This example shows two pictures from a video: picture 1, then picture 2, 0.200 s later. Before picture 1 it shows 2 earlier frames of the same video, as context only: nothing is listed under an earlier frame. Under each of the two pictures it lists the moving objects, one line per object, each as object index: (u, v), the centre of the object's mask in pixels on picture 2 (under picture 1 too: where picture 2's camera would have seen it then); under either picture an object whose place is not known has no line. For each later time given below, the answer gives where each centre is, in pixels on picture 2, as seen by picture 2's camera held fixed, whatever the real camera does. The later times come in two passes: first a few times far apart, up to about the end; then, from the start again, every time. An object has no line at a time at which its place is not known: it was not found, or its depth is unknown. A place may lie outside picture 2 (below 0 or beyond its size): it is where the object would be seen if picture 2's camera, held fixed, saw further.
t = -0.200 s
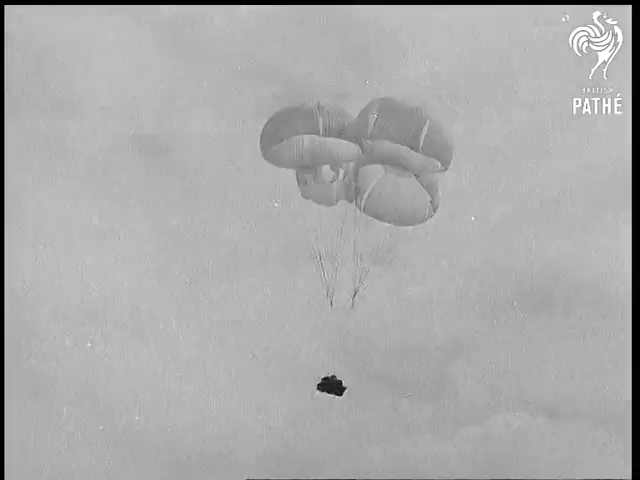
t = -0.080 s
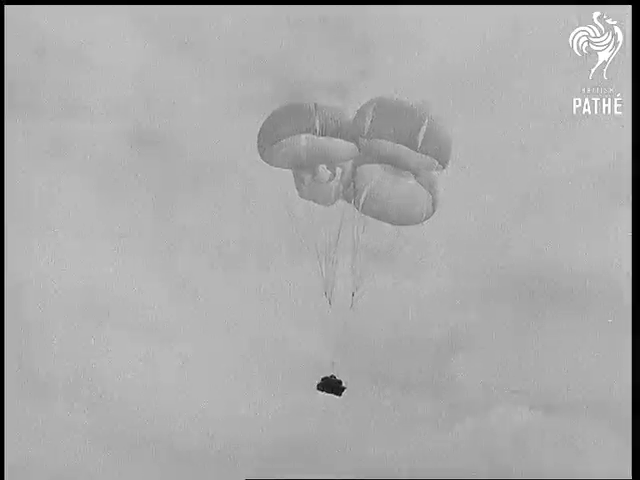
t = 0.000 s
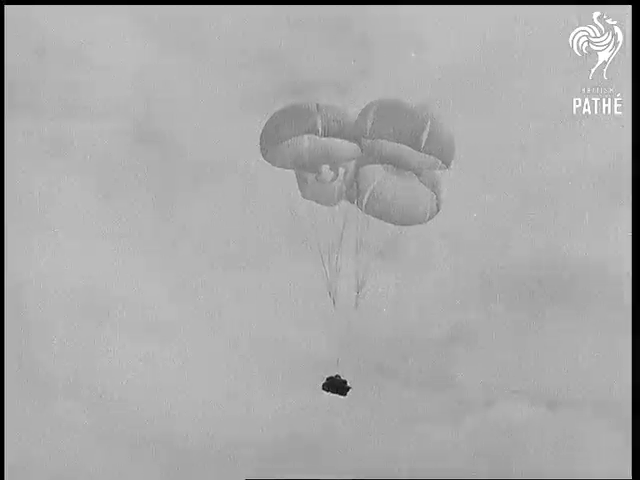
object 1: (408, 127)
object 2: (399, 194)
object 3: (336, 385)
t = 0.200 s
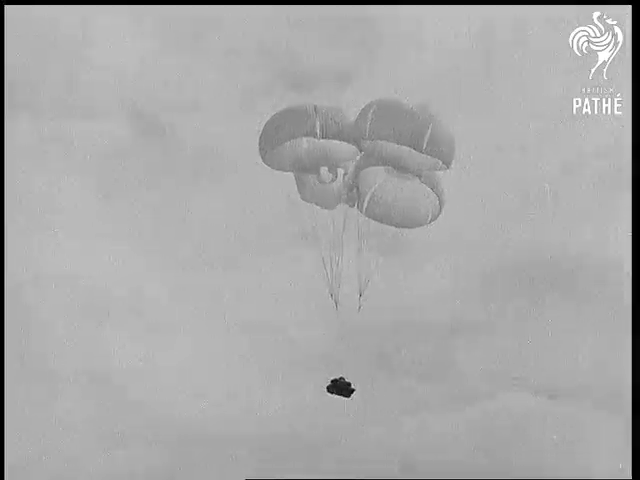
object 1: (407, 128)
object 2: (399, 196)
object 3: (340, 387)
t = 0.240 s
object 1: (407, 127)
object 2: (401, 196)
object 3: (341, 387)
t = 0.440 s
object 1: (406, 126)
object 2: (400, 197)
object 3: (345, 387)
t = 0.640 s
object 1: (405, 123)
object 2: (400, 194)
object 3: (349, 383)
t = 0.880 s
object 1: (403, 124)
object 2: (403, 196)
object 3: (355, 385)
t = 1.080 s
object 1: (401, 122)
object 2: (404, 194)
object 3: (359, 383)
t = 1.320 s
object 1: (399, 119)
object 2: (406, 196)
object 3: (365, 381)
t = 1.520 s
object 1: (398, 119)
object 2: (408, 198)
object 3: (369, 382)
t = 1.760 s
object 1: (394, 120)
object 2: (409, 201)
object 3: (372, 384)
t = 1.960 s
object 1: (391, 120)
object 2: (410, 201)
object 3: (375, 383)
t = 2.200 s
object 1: (390, 117)
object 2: (406, 194)
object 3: (379, 381)
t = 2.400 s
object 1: (388, 118)
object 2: (406, 196)
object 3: (382, 381)
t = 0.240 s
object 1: (407, 127)
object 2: (401, 196)
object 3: (341, 387)
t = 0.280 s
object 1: (407, 127)
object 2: (400, 197)
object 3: (342, 387)
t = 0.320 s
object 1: (407, 127)
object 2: (401, 198)
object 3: (342, 388)
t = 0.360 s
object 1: (407, 127)
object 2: (400, 197)
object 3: (344, 387)
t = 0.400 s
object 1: (406, 127)
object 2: (400, 197)
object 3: (344, 387)
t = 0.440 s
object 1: (406, 126)
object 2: (400, 197)
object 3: (345, 387)
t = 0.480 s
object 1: (406, 126)
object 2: (400, 197)
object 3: (346, 387)
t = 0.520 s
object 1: (406, 125)
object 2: (400, 196)
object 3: (347, 385)
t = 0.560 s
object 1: (405, 124)
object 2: (397, 194)
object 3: (348, 384)
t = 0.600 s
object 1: (405, 123)
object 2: (400, 195)
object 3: (348, 384)
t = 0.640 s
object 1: (405, 123)
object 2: (400, 194)
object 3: (349, 383)
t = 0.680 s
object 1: (404, 123)
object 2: (401, 194)
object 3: (350, 383)
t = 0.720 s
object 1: (404, 123)
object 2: (401, 194)
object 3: (351, 384)
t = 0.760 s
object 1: (404, 123)
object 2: (398, 193)
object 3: (352, 384)
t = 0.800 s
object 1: (404, 123)
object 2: (398, 193)
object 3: (353, 384)
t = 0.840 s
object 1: (403, 123)
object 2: (402, 195)
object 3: (354, 385)
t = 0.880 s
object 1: (403, 124)
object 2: (403, 196)
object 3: (355, 385)
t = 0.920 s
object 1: (403, 123)
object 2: (402, 196)
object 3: (356, 385)
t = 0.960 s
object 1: (403, 123)
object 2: (404, 196)
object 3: (357, 384)
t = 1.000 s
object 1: (402, 123)
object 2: (404, 195)
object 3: (358, 384)
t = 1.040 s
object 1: (402, 122)
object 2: (404, 195)
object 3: (359, 383)
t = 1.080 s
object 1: (401, 122)
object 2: (404, 194)
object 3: (359, 383)
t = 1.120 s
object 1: (401, 121)
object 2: (404, 196)
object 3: (360, 382)
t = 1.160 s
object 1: (400, 120)
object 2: (404, 196)
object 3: (361, 382)
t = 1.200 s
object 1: (400, 120)
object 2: (405, 195)
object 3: (362, 382)
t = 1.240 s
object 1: (400, 120)
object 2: (405, 195)
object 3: (363, 382)
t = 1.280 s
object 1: (399, 120)
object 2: (406, 195)
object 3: (364, 382)
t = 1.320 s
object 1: (399, 119)
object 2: (406, 196)
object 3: (365, 381)
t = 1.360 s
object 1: (399, 119)
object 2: (406, 196)
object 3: (365, 381)
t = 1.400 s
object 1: (398, 119)
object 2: (406, 195)
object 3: (366, 381)
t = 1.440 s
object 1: (398, 119)
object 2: (407, 196)
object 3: (367, 381)
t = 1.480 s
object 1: (398, 119)
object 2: (408, 197)
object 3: (368, 382)
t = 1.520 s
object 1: (398, 119)
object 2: (408, 198)
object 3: (369, 382)
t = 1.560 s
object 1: (397, 120)
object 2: (408, 199)
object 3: (369, 383)
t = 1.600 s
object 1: (397, 120)
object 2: (408, 199)
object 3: (370, 383)
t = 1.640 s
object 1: (396, 121)
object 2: (408, 199)
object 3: (371, 384)
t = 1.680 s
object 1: (395, 120)
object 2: (409, 200)
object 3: (371, 384)
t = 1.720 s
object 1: (395, 120)
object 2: (409, 200)
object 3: (371, 384)
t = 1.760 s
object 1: (394, 120)
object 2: (409, 201)
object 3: (372, 384)
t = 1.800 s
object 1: (393, 120)
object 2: (409, 200)
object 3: (373, 384)
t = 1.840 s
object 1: (393, 120)
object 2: (409, 201)
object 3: (374, 384)
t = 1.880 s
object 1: (393, 120)
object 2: (410, 201)
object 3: (374, 384)
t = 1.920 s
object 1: (392, 120)
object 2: (410, 201)
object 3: (375, 384)
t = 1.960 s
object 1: (391, 120)
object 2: (410, 201)
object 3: (375, 383)
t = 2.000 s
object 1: (391, 119)
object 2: (410, 201)
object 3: (376, 383)
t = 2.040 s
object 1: (390, 119)
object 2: (405, 196)
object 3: (377, 382)
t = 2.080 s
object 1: (390, 119)
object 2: (405, 196)
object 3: (377, 382)
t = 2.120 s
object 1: (390, 118)
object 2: (405, 195)
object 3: (378, 381)
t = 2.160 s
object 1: (390, 117)
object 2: (406, 194)
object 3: (379, 380)
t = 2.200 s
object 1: (390, 117)
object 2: (406, 194)
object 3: (379, 381)
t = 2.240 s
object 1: (389, 117)
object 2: (406, 195)
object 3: (379, 381)
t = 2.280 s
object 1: (390, 118)
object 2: (406, 195)
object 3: (380, 381)
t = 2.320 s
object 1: (389, 118)
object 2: (406, 195)
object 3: (381, 381)
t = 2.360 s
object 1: (388, 118)
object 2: (406, 196)
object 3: (381, 381)
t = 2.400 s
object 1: (388, 118)
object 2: (406, 196)
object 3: (382, 381)
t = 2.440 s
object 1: (388, 118)
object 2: (408, 197)
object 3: (382, 381)
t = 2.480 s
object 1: (388, 119)
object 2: (407, 197)
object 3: (383, 381)
